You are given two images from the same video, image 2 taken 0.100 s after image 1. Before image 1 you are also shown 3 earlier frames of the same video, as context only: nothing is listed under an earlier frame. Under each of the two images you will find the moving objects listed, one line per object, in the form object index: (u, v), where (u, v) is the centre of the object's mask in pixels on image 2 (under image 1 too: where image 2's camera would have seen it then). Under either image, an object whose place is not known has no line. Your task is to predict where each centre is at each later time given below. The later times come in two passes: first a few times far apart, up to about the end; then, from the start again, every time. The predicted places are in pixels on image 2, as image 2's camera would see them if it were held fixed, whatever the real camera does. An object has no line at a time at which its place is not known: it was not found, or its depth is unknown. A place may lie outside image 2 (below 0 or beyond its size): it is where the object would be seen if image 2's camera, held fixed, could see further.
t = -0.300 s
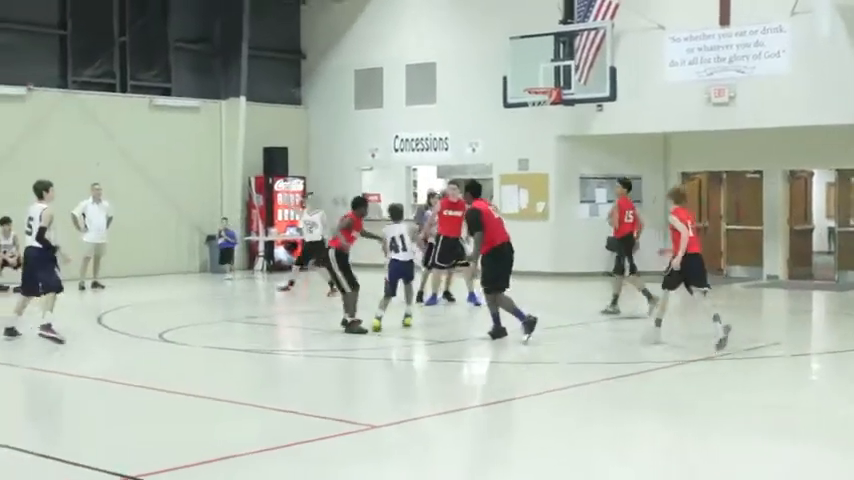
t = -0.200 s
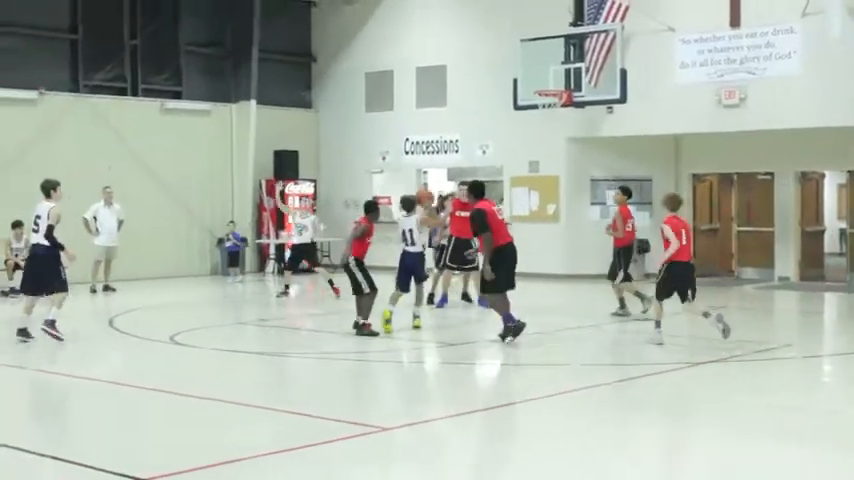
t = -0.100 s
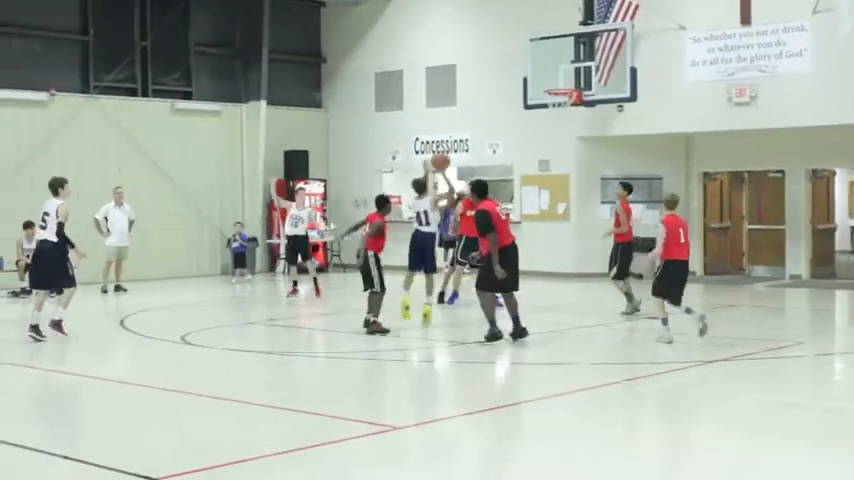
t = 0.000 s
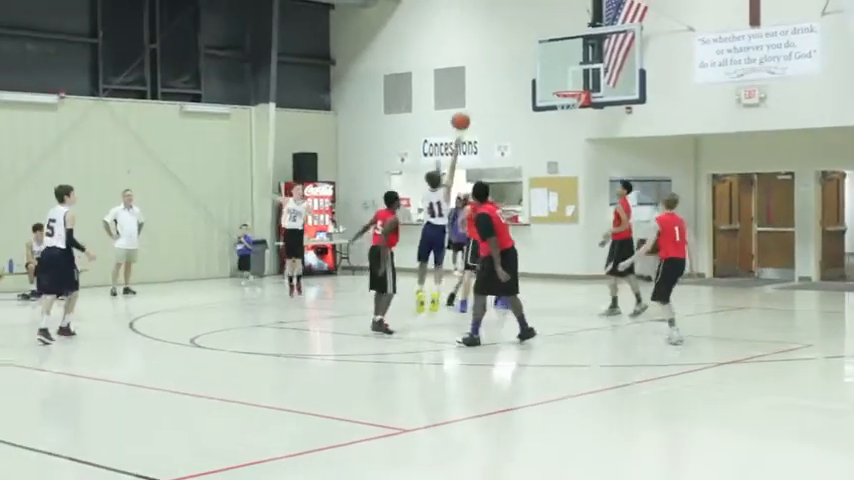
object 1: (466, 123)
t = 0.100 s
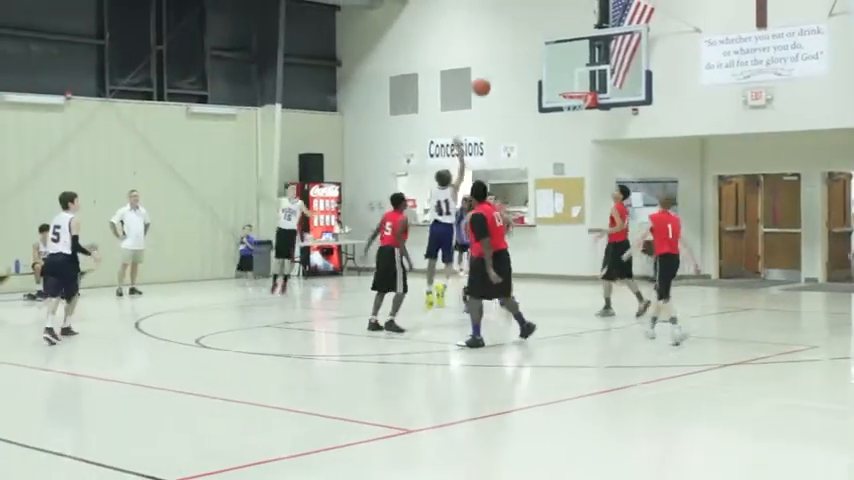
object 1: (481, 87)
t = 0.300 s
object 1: (508, 43)
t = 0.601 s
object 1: (546, 37)
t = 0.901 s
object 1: (580, 93)
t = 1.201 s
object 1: (588, 149)
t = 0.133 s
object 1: (486, 78)
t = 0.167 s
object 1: (490, 68)
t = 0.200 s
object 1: (495, 61)
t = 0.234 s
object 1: (500, 54)
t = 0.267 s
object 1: (504, 48)
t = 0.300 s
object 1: (508, 43)
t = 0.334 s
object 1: (513, 39)
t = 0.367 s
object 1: (517, 36)
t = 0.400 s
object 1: (522, 34)
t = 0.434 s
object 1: (526, 33)
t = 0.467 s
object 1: (530, 32)
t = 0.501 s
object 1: (534, 32)
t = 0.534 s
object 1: (538, 33)
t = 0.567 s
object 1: (542, 35)
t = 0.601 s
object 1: (546, 37)
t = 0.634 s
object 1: (550, 40)
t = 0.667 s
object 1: (554, 44)
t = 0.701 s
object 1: (558, 49)
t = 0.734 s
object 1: (562, 54)
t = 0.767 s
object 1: (566, 61)
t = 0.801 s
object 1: (569, 68)
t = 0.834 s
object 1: (573, 75)
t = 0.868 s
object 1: (577, 83)
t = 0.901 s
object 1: (580, 93)
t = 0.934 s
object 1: (582, 101)
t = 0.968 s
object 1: (588, 105)
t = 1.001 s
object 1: (587, 111)
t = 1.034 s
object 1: (587, 117)
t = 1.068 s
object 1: (587, 122)
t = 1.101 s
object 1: (587, 128)
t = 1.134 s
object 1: (587, 135)
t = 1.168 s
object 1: (587, 142)
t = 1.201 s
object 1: (588, 149)
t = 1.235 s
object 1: (588, 158)
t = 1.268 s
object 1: (588, 167)
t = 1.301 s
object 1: (589, 178)
